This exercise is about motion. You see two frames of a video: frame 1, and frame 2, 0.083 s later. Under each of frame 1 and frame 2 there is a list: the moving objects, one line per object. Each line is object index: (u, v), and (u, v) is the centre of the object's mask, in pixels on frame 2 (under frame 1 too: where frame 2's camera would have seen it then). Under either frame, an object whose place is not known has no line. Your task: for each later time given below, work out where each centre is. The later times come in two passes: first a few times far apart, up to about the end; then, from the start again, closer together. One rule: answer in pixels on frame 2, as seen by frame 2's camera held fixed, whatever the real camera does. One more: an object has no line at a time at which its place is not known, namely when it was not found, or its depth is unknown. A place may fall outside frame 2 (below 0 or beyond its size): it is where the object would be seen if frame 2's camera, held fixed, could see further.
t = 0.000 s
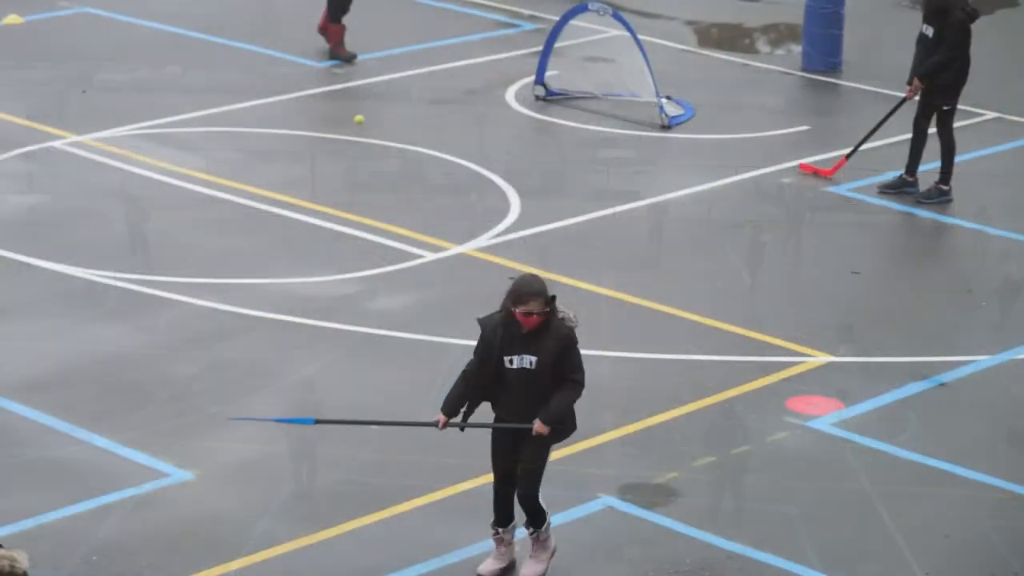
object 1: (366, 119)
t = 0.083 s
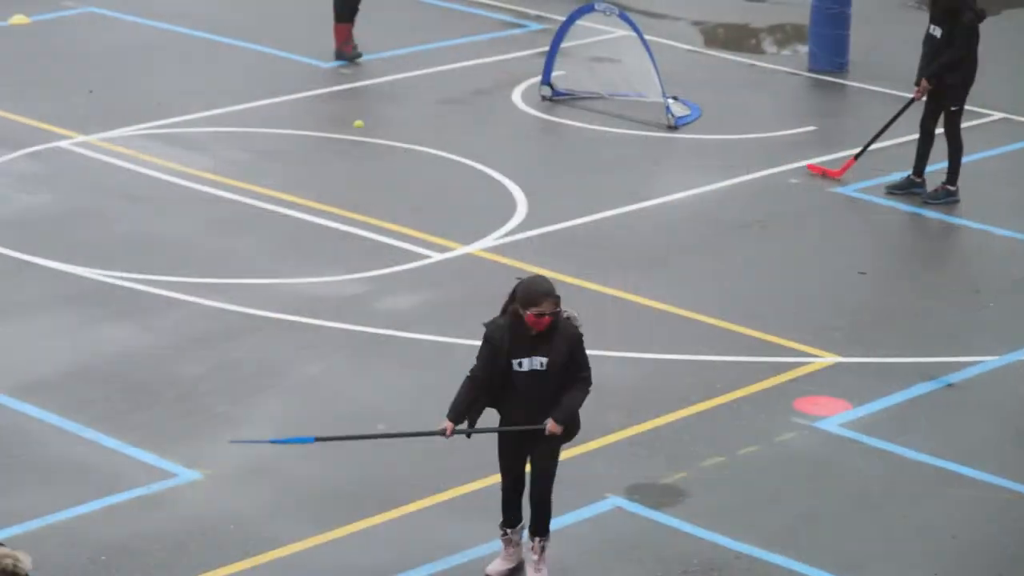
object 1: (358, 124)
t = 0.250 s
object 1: (344, 143)
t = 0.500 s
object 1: (323, 161)
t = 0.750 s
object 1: (300, 179)
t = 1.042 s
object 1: (274, 199)
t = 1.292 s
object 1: (251, 217)
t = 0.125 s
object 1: (355, 128)
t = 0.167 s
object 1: (352, 136)
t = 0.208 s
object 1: (348, 143)
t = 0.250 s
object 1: (344, 143)
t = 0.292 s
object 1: (341, 145)
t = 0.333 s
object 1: (338, 148)
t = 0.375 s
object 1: (334, 152)
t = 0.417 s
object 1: (330, 156)
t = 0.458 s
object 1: (327, 158)
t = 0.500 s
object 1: (323, 161)
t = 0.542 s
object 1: (319, 165)
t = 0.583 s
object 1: (315, 167)
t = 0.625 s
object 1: (311, 171)
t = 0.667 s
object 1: (308, 173)
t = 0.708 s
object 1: (304, 177)
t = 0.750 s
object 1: (300, 179)
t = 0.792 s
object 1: (297, 182)
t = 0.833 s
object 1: (293, 185)
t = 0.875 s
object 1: (290, 187)
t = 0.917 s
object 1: (286, 190)
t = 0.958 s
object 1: (282, 193)
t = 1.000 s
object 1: (278, 197)
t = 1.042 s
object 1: (274, 199)
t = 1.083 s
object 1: (272, 202)
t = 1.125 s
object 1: (267, 205)
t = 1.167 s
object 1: (263, 209)
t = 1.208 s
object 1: (259, 211)
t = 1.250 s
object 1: (255, 213)
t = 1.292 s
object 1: (251, 217)
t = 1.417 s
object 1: (239, 225)
